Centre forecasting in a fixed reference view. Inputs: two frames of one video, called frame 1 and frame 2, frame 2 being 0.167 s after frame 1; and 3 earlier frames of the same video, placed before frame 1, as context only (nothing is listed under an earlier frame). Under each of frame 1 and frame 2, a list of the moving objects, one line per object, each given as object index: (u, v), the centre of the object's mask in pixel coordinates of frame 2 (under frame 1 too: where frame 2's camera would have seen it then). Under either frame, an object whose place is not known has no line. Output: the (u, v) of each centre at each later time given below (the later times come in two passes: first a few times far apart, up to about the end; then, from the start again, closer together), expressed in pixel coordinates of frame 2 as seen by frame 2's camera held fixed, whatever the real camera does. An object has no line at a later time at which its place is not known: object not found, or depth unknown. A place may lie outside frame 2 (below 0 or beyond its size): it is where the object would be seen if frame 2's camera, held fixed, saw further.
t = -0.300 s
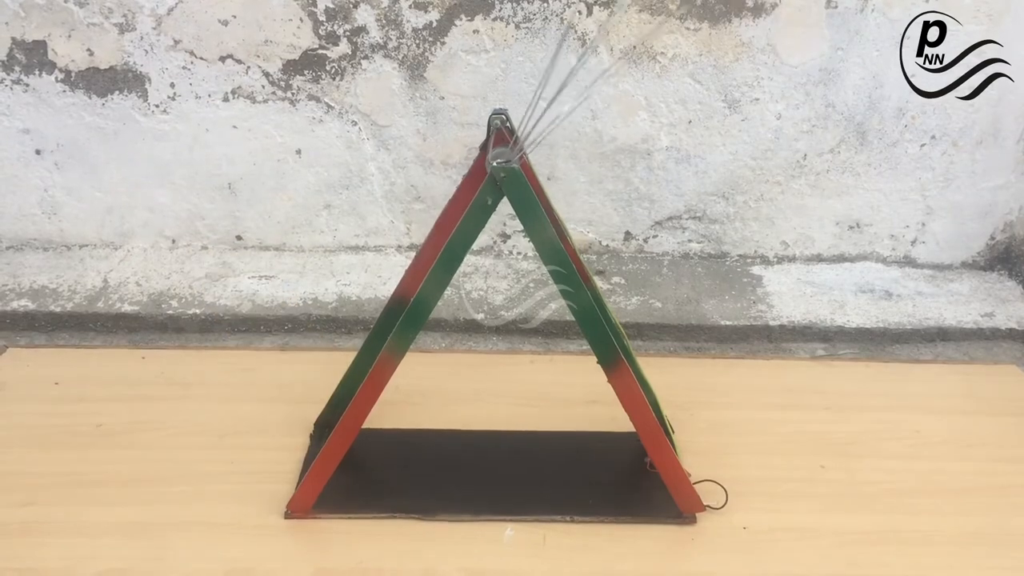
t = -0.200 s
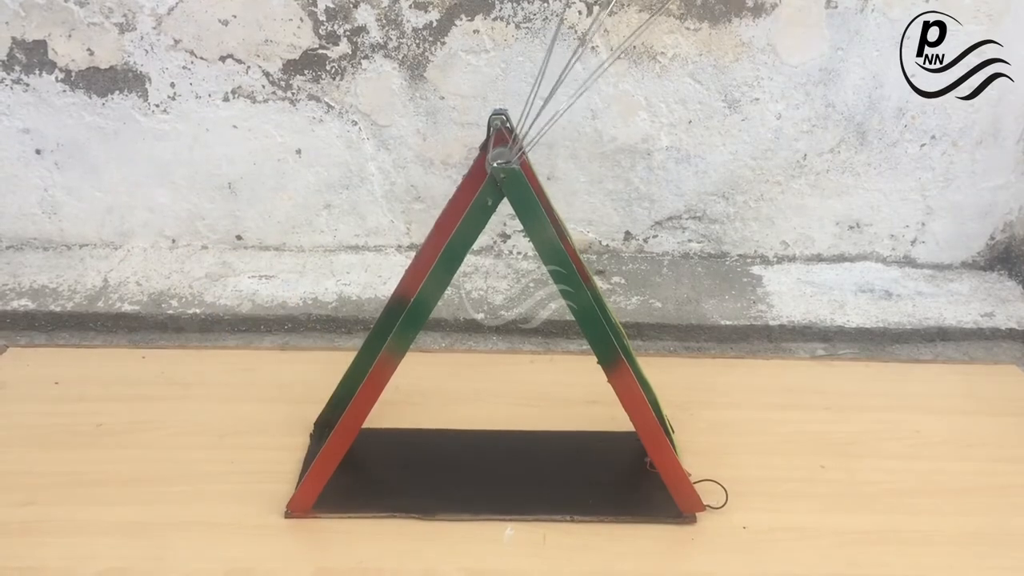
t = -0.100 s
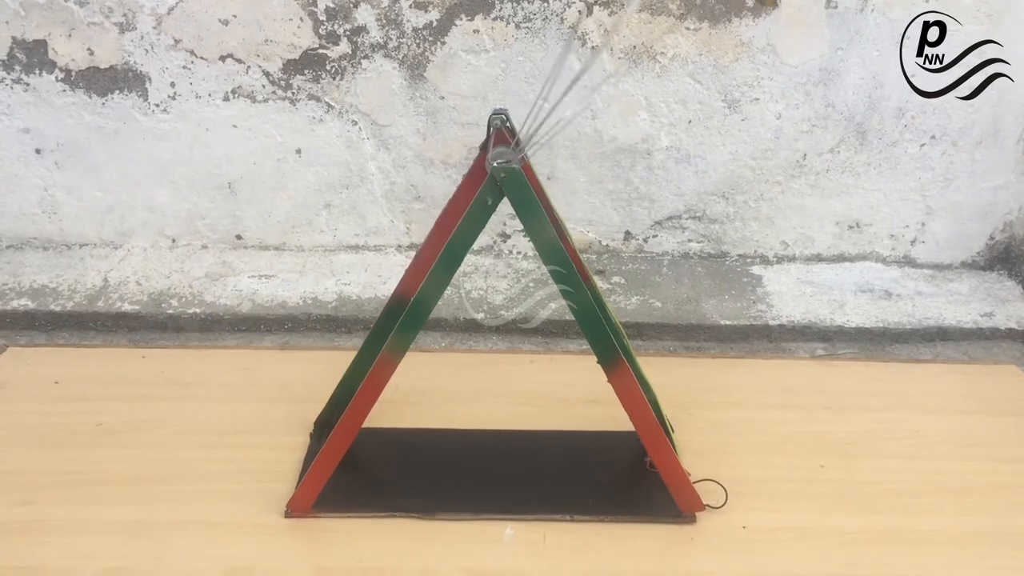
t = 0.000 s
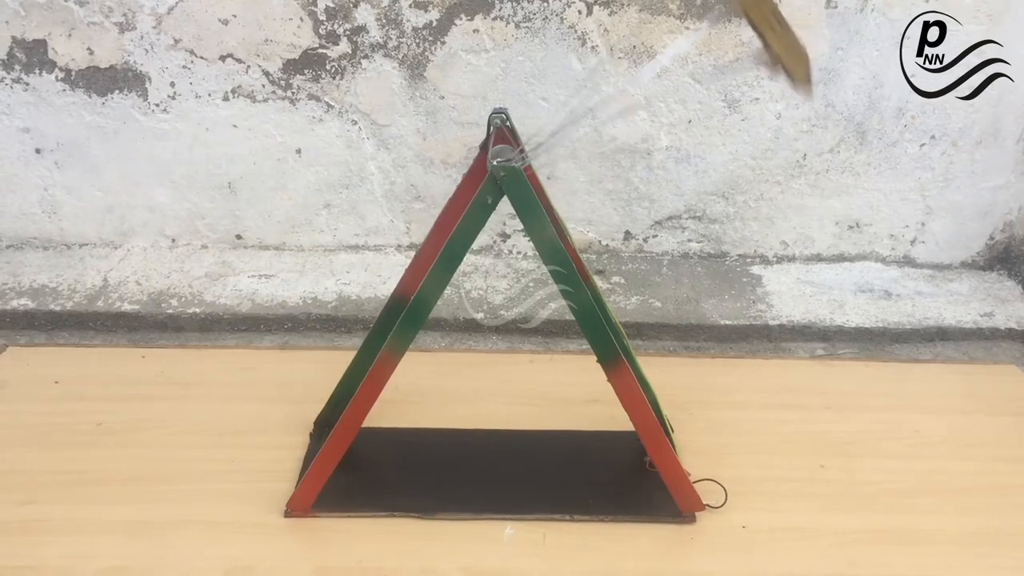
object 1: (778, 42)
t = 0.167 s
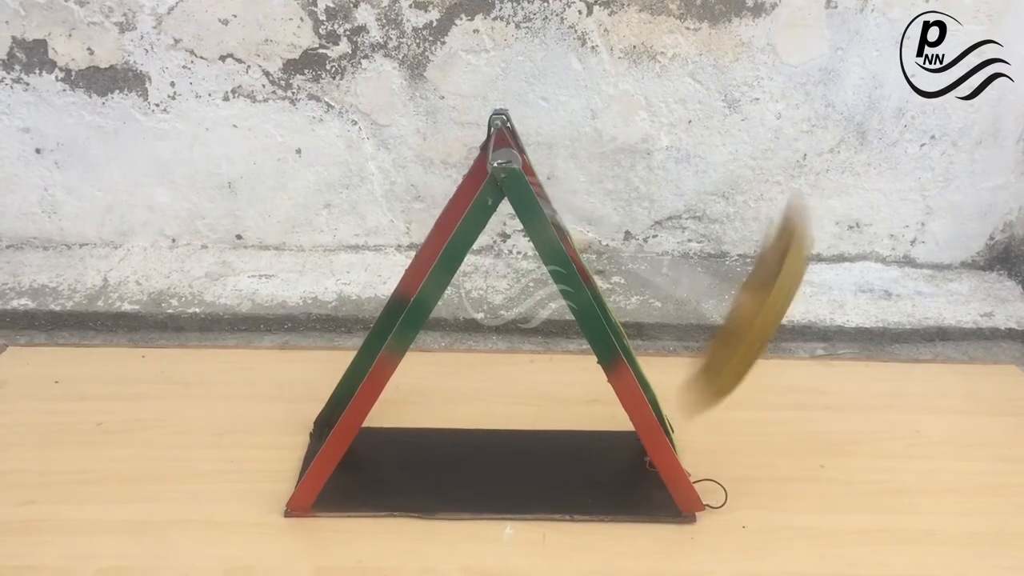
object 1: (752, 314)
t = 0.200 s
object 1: (711, 365)
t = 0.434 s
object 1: (258, 307)
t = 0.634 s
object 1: (212, 96)
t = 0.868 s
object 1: (216, 213)
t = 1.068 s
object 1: (497, 439)
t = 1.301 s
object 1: (781, 258)
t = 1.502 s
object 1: (769, 277)
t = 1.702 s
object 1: (533, 440)
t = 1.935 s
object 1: (258, 311)
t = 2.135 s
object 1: (261, 312)
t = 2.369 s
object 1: (531, 443)
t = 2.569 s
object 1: (727, 346)
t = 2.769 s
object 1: (711, 362)
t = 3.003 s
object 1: (438, 435)
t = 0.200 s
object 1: (711, 365)
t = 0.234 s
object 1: (627, 415)
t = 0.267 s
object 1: (549, 436)
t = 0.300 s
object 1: (487, 436)
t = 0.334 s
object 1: (435, 430)
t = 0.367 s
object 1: (349, 392)
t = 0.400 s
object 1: (292, 348)
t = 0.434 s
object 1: (258, 307)
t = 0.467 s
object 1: (229, 260)
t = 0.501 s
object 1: (212, 216)
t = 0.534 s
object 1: (205, 175)
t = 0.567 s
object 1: (205, 139)
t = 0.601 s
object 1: (209, 112)
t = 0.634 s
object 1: (212, 96)
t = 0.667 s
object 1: (214, 90)
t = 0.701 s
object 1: (214, 89)
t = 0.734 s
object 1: (214, 95)
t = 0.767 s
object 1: (212, 107)
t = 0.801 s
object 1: (208, 135)
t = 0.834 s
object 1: (207, 170)
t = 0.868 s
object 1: (216, 213)
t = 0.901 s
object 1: (230, 261)
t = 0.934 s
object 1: (260, 314)
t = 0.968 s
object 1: (291, 353)
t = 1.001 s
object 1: (372, 407)
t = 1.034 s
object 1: (442, 433)
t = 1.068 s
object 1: (497, 439)
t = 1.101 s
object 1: (553, 437)
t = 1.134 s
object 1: (624, 417)
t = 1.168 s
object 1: (685, 383)
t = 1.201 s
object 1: (720, 354)
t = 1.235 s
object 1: (749, 320)
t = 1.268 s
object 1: (769, 286)
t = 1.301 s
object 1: (781, 258)
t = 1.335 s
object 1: (787, 239)
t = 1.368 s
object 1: (788, 227)
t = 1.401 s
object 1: (788, 225)
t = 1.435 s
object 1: (785, 232)
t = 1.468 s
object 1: (779, 250)
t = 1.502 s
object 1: (769, 277)
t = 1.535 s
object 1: (752, 311)
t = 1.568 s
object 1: (726, 347)
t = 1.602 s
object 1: (707, 369)
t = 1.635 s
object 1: (650, 405)
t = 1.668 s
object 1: (566, 440)
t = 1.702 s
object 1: (533, 440)
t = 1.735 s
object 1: (480, 440)
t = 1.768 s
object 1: (440, 433)
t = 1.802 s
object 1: (379, 410)
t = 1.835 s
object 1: (330, 382)
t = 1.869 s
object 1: (293, 354)
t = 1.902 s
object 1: (276, 335)
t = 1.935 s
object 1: (258, 311)
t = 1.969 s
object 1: (247, 293)
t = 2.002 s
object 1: (241, 282)
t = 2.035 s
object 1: (240, 278)
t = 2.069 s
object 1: (242, 282)
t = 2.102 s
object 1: (249, 294)
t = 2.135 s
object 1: (261, 312)
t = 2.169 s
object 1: (280, 335)
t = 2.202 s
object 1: (294, 355)
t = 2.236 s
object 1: (336, 388)
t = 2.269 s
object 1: (385, 416)
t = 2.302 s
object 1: (443, 436)
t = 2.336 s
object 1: (481, 442)
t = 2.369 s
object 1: (531, 443)
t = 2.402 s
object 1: (563, 441)
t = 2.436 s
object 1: (623, 420)
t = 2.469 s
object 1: (666, 397)
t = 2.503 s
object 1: (705, 368)
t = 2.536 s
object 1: (716, 358)
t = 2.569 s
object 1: (727, 346)
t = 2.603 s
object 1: (736, 336)
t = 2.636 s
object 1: (740, 331)
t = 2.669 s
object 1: (738, 332)
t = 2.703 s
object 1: (731, 341)
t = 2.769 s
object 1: (711, 362)
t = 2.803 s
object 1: (679, 387)
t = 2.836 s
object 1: (650, 406)
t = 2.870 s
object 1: (596, 431)
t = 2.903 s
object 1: (550, 442)
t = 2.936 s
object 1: (511, 444)
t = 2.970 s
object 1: (466, 440)
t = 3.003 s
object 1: (438, 435)
